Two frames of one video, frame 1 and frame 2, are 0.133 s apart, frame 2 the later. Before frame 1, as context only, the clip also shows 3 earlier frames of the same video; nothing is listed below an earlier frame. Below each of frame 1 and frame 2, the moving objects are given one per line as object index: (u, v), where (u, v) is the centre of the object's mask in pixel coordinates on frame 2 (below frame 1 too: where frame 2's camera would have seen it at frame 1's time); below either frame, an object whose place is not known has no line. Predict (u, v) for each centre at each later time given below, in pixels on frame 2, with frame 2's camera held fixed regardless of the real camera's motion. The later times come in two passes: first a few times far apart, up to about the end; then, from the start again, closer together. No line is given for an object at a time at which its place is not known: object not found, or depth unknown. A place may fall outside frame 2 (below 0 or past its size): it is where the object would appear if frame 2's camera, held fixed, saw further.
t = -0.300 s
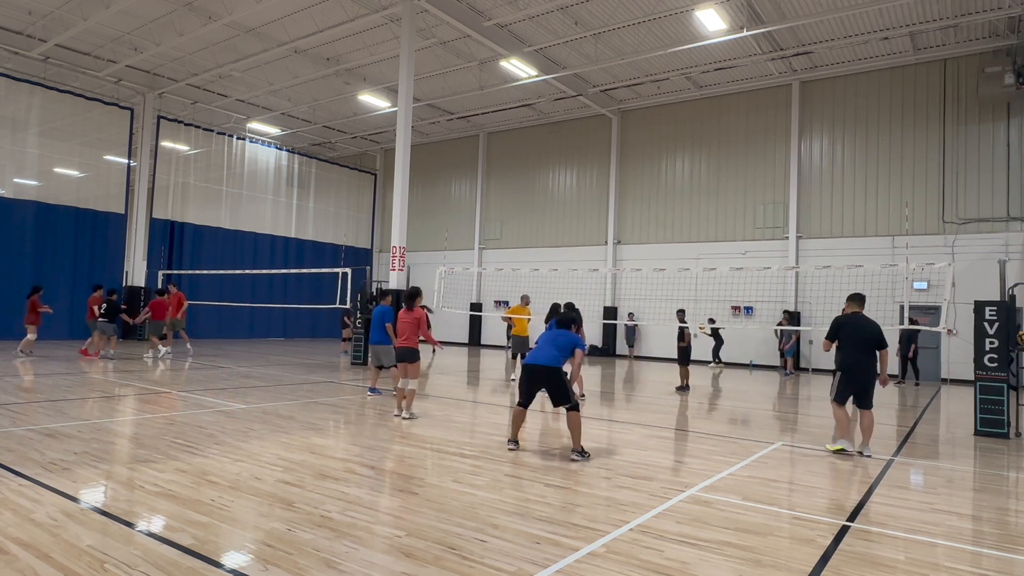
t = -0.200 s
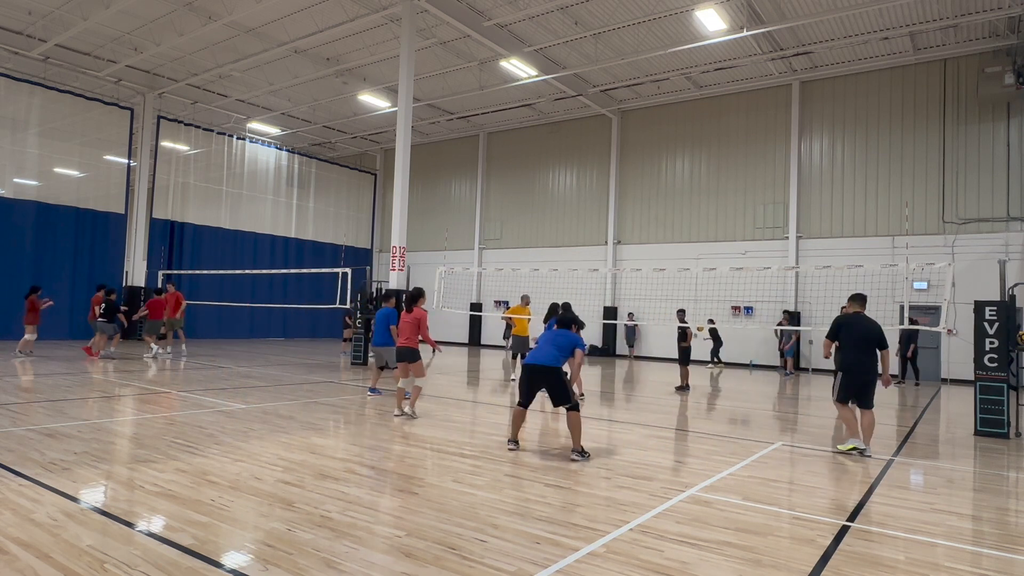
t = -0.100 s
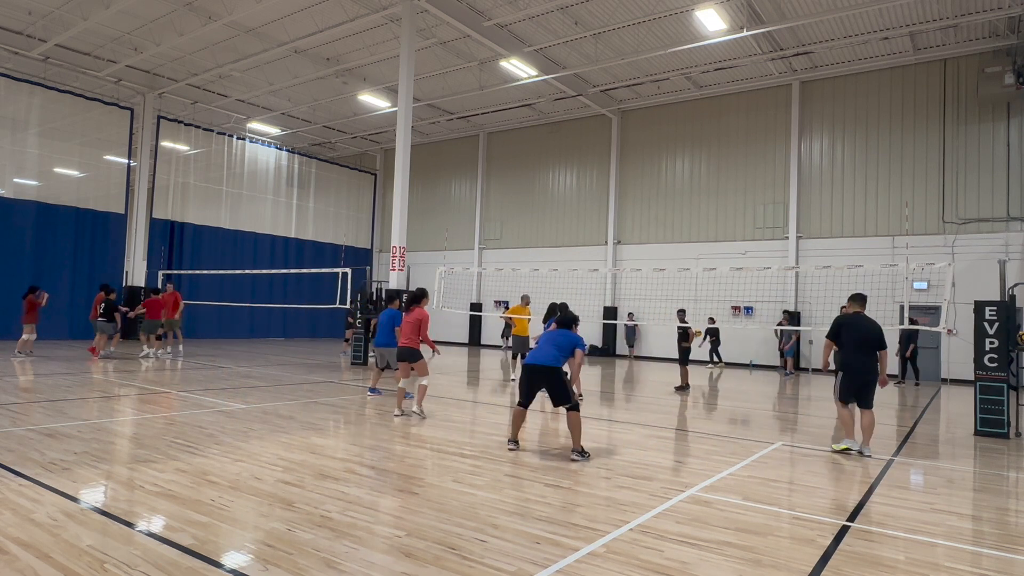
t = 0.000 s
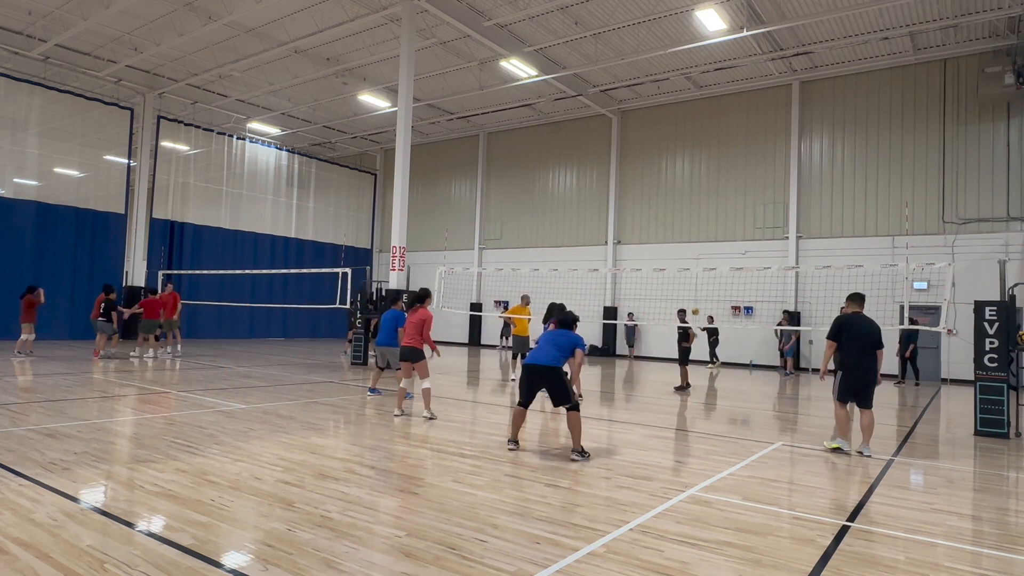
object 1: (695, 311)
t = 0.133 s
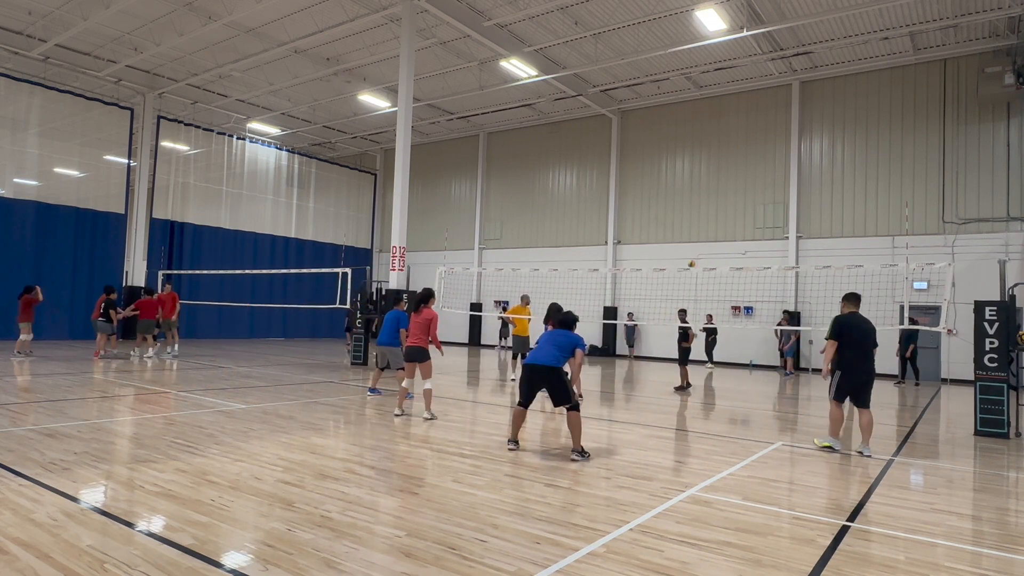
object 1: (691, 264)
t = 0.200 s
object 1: (689, 241)
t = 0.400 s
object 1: (680, 177)
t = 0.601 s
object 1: (670, 128)
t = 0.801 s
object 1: (659, 90)
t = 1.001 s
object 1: (646, 65)
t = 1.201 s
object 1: (631, 56)
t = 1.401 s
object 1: (614, 67)
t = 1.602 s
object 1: (594, 103)
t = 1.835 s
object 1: (568, 184)
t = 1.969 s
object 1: (551, 252)
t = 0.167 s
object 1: (690, 252)
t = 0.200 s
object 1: (689, 241)
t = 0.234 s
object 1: (688, 230)
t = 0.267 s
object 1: (687, 220)
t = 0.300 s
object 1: (686, 209)
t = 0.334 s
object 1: (684, 199)
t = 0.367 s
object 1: (682, 189)
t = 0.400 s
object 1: (680, 177)
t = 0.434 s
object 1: (679, 169)
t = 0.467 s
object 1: (677, 161)
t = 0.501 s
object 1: (676, 152)
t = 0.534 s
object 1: (674, 144)
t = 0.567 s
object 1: (672, 136)
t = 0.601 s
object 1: (670, 128)
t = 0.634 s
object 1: (669, 121)
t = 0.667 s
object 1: (667, 114)
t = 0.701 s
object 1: (665, 107)
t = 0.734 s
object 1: (663, 101)
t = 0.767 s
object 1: (661, 96)
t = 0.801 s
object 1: (659, 90)
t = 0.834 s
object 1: (657, 84)
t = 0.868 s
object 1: (654, 80)
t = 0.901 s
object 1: (652, 76)
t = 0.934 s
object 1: (650, 72)
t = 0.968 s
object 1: (648, 69)
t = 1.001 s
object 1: (646, 65)
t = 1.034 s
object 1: (643, 62)
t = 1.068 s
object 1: (641, 59)
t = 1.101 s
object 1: (639, 58)
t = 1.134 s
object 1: (637, 57)
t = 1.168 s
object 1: (634, 56)
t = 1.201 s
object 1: (631, 56)
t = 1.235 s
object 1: (628, 56)
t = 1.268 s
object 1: (626, 57)
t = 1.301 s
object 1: (623, 59)
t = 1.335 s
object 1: (620, 61)
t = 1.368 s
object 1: (617, 64)
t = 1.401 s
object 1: (614, 67)
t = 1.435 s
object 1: (611, 71)
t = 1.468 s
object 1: (608, 76)
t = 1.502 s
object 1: (604, 81)
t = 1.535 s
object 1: (601, 87)
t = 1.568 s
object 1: (597, 94)
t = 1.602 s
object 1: (594, 103)
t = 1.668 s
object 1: (587, 121)
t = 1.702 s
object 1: (583, 132)
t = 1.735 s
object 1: (579, 143)
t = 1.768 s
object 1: (576, 155)
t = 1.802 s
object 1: (572, 169)
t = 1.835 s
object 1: (568, 184)
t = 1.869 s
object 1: (564, 199)
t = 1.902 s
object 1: (560, 215)
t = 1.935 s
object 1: (556, 233)
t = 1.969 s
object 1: (551, 252)
